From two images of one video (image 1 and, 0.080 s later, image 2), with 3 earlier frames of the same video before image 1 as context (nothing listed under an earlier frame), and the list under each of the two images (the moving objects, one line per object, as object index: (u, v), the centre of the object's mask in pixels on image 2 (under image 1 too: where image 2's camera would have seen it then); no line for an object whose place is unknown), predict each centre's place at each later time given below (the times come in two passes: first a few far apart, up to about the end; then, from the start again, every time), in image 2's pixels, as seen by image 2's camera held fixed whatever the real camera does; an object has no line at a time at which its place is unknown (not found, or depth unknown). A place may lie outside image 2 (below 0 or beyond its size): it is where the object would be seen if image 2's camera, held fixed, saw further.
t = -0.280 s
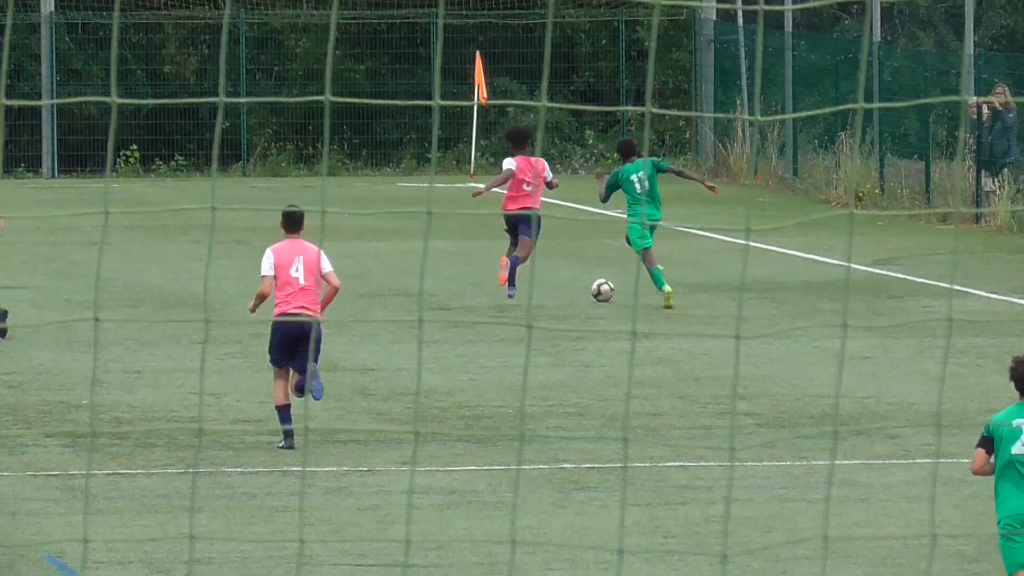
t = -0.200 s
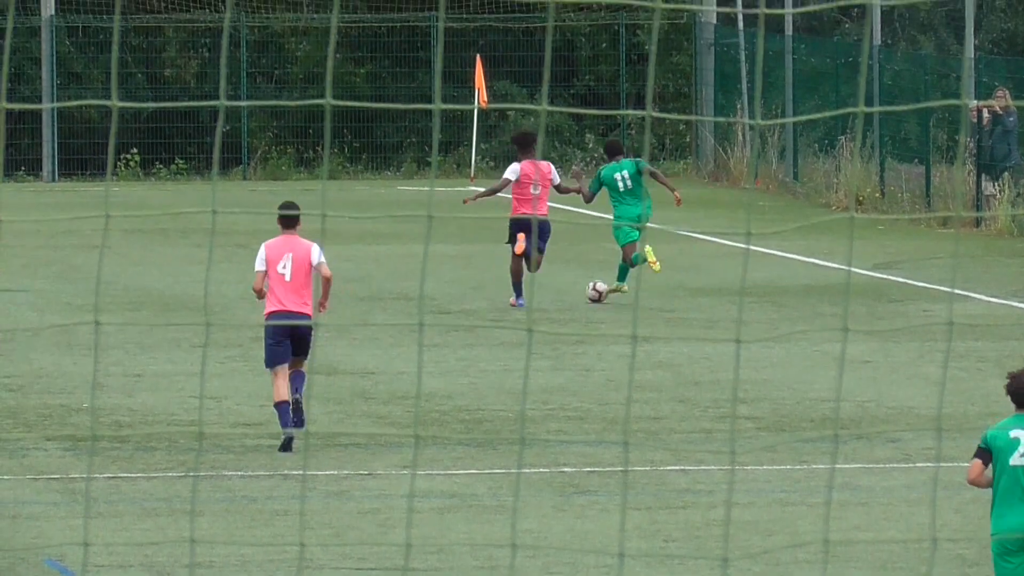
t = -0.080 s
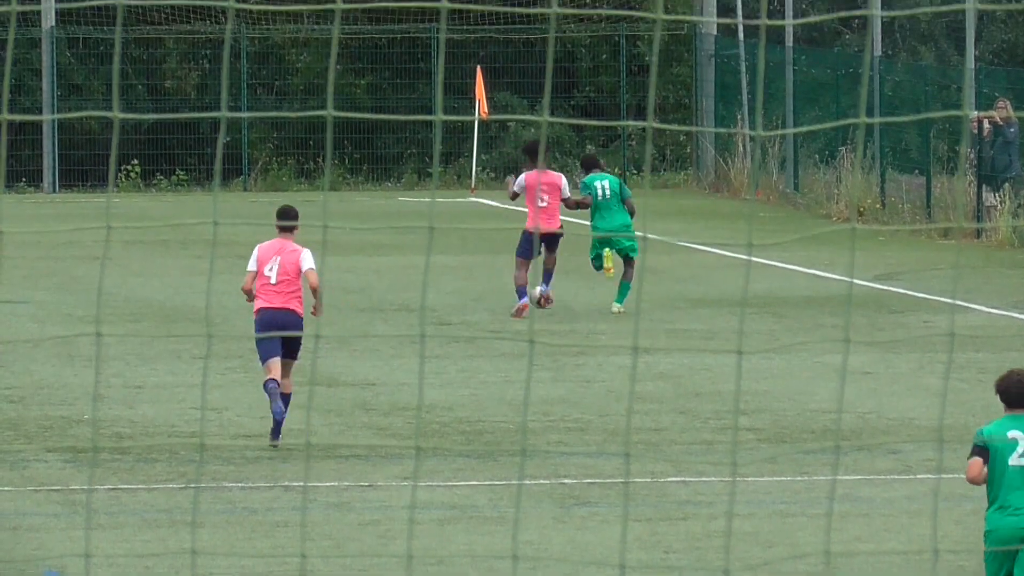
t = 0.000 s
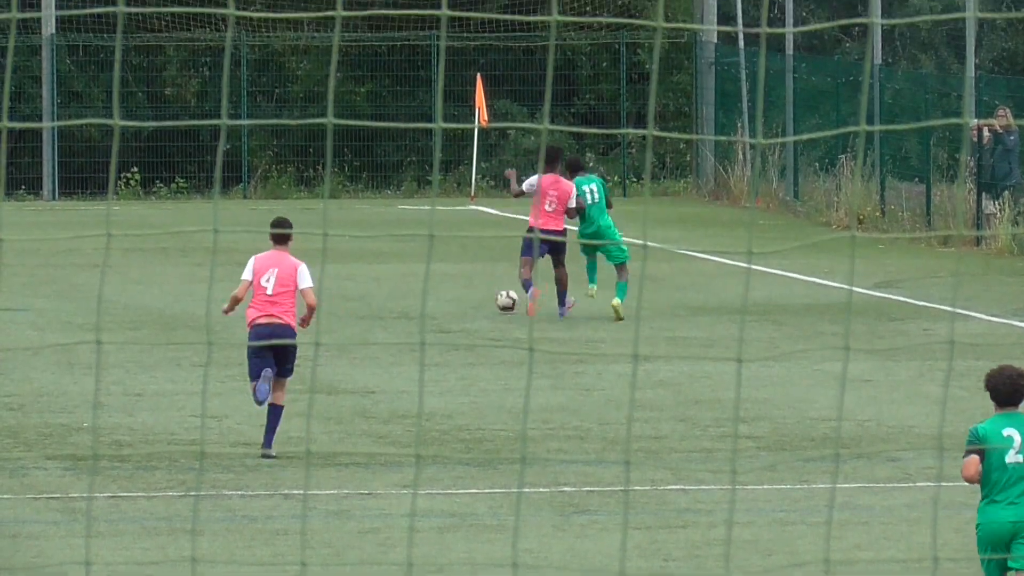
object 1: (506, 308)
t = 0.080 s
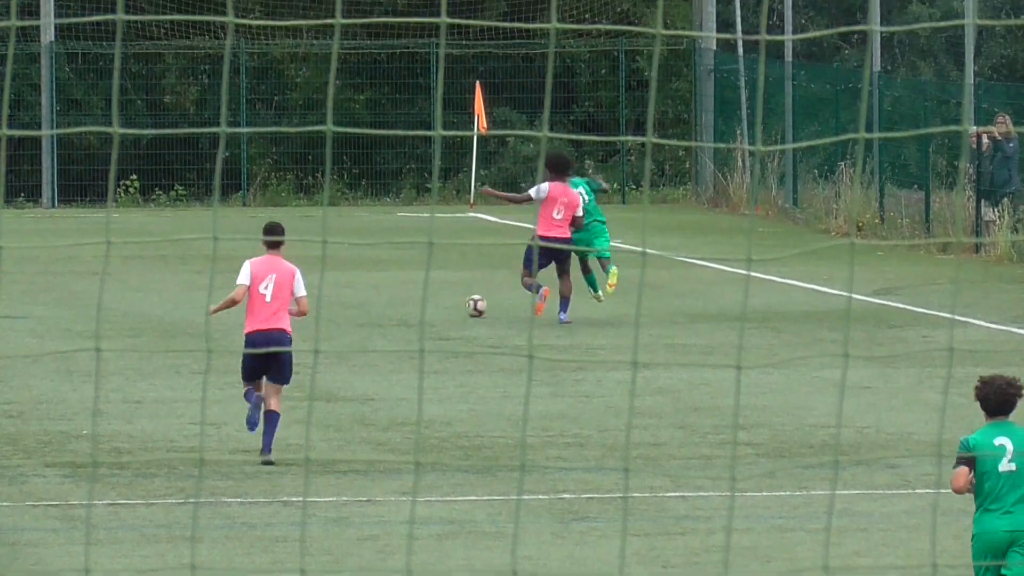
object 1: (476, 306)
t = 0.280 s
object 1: (413, 299)
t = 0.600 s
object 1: (329, 289)
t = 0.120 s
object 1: (462, 303)
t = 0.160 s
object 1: (449, 303)
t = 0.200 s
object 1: (437, 302)
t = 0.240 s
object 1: (424, 300)
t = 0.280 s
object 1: (413, 299)
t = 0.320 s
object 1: (402, 298)
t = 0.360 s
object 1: (391, 296)
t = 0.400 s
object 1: (381, 295)
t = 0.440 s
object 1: (370, 293)
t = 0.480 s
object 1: (359, 293)
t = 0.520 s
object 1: (349, 291)
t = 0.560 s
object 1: (339, 290)
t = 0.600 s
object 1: (329, 289)
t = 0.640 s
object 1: (320, 288)
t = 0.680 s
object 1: (310, 287)
